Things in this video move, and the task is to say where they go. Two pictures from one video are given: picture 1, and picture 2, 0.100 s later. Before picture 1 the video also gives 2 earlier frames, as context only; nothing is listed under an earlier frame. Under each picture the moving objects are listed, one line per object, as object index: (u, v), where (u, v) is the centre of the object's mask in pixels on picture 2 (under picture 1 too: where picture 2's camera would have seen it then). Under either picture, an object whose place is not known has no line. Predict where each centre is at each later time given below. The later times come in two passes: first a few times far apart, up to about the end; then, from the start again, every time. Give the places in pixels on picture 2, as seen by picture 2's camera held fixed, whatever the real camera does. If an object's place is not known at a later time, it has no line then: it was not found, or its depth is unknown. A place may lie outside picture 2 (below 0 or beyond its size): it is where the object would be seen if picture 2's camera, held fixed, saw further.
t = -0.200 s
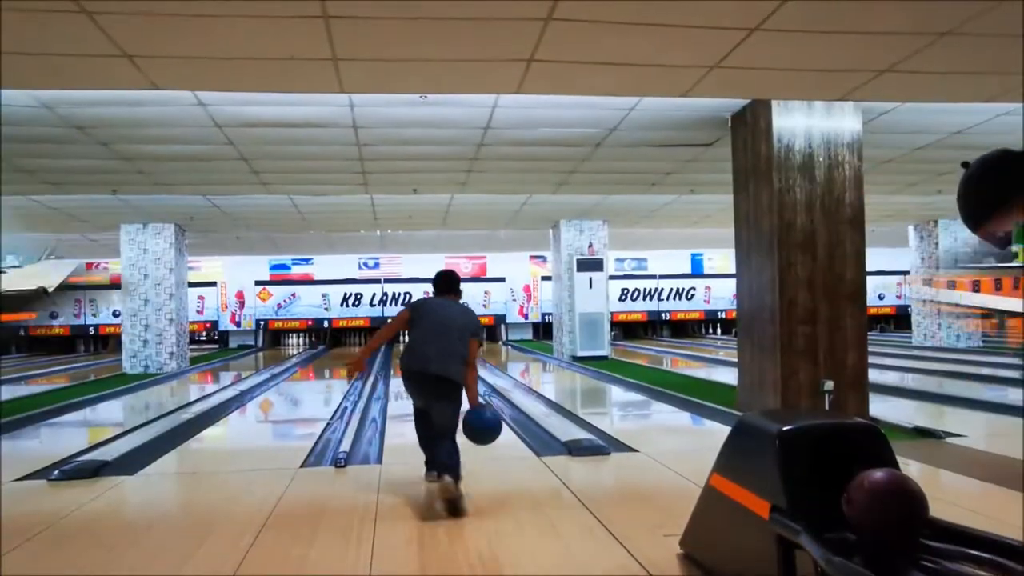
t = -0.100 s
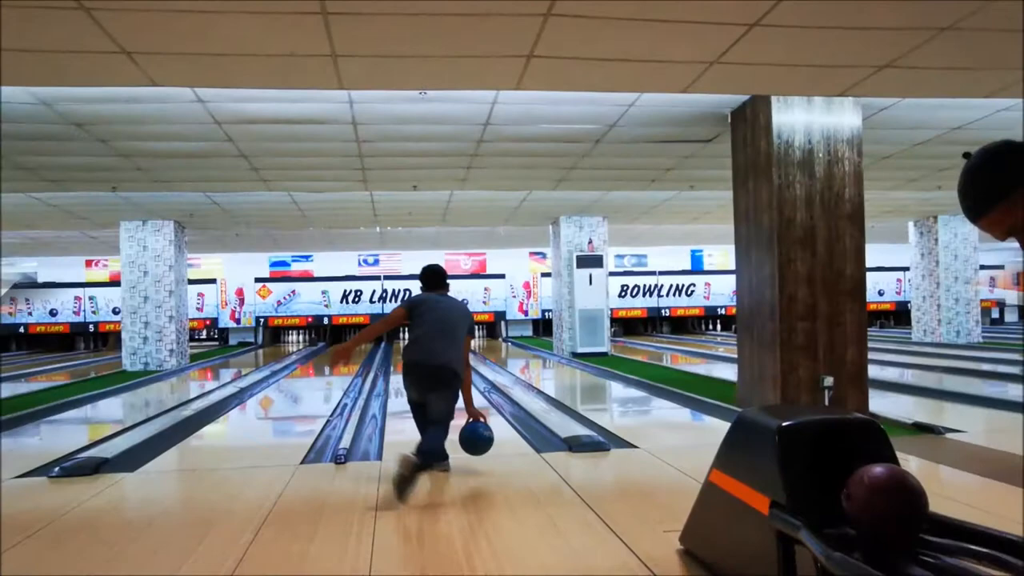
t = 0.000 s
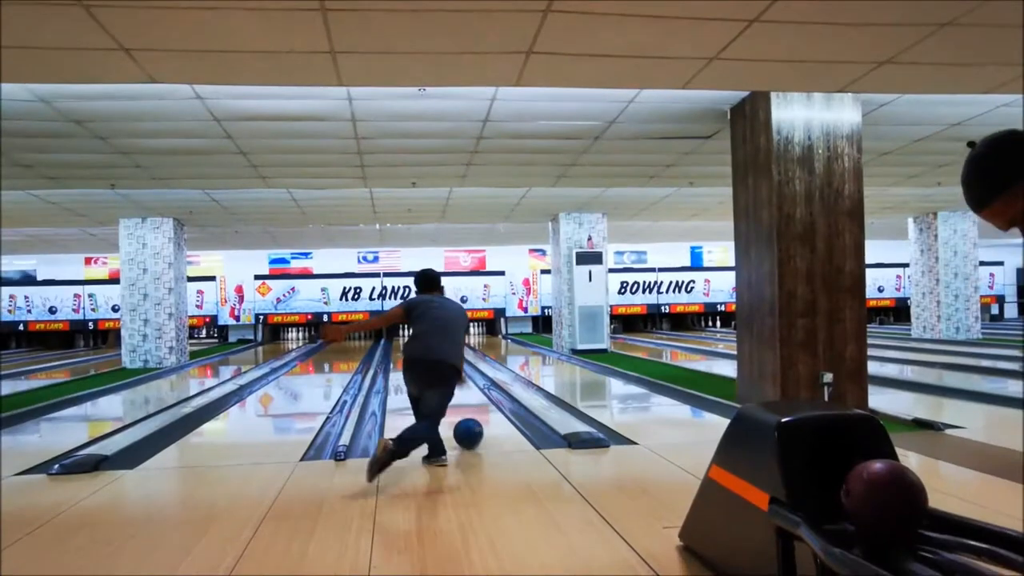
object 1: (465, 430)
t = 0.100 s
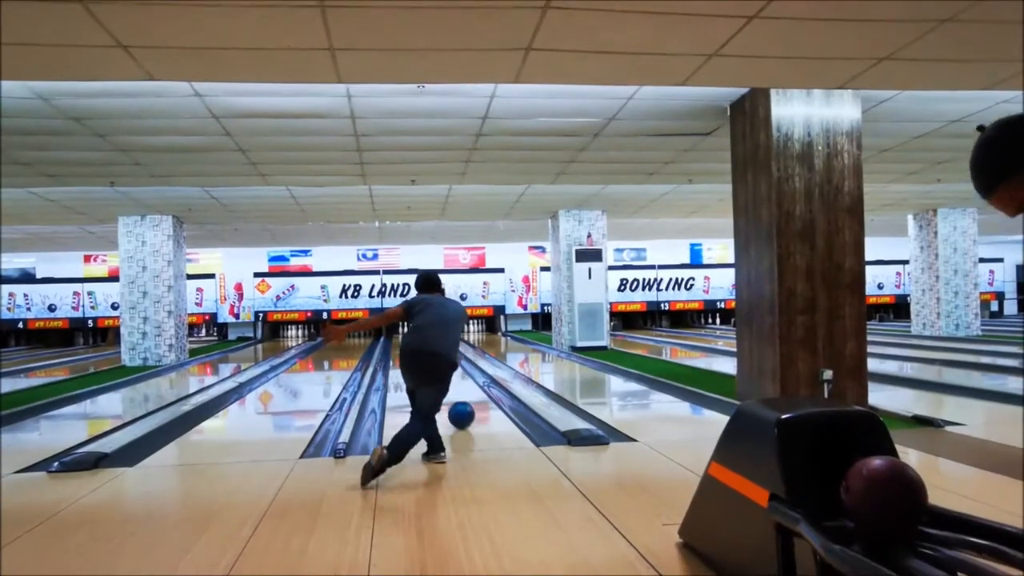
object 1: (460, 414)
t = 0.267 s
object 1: (453, 396)
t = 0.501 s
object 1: (448, 380)
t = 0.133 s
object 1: (459, 411)
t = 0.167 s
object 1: (457, 406)
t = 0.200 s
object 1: (456, 403)
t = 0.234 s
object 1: (454, 399)
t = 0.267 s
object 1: (453, 396)
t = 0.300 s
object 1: (452, 393)
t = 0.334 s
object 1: (451, 390)
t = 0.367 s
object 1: (450, 388)
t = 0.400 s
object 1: (449, 385)
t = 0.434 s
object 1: (448, 383)
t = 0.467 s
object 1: (448, 381)
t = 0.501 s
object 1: (448, 380)
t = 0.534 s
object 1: (448, 378)
